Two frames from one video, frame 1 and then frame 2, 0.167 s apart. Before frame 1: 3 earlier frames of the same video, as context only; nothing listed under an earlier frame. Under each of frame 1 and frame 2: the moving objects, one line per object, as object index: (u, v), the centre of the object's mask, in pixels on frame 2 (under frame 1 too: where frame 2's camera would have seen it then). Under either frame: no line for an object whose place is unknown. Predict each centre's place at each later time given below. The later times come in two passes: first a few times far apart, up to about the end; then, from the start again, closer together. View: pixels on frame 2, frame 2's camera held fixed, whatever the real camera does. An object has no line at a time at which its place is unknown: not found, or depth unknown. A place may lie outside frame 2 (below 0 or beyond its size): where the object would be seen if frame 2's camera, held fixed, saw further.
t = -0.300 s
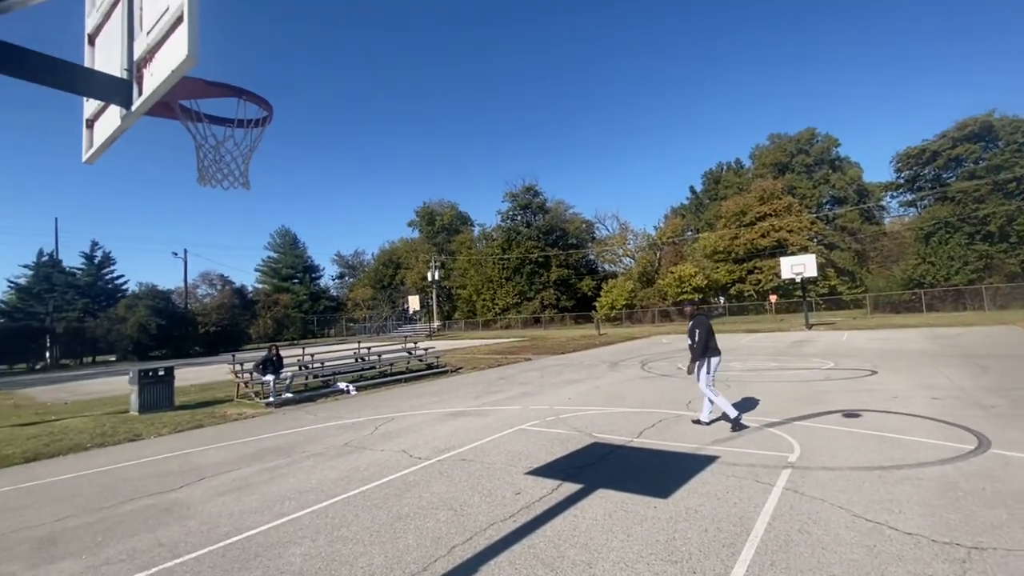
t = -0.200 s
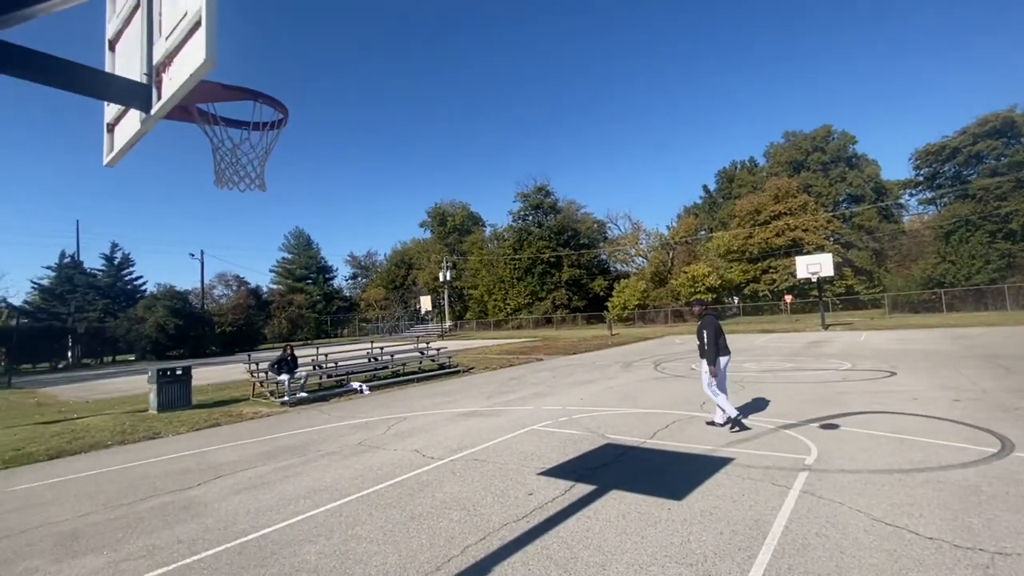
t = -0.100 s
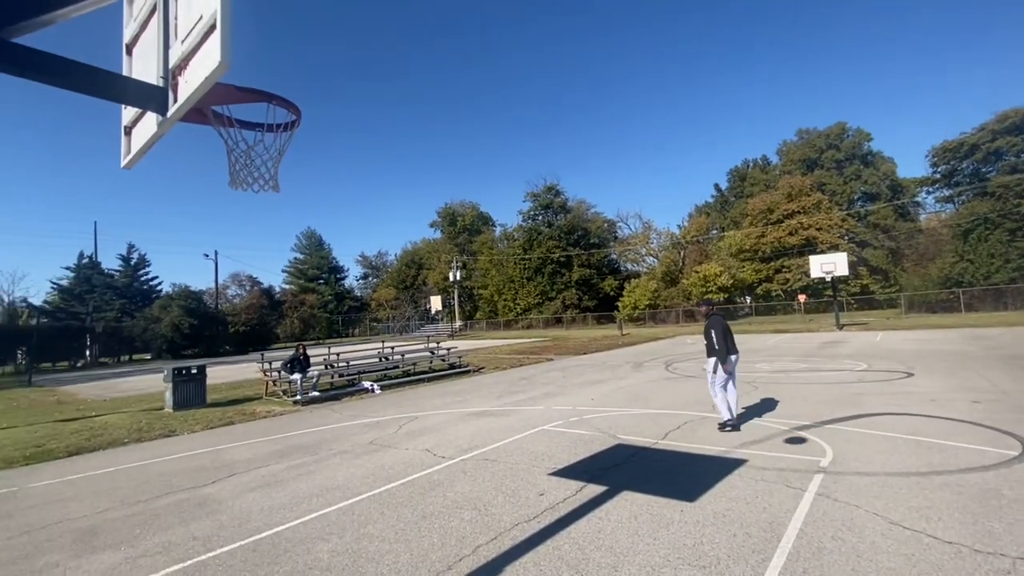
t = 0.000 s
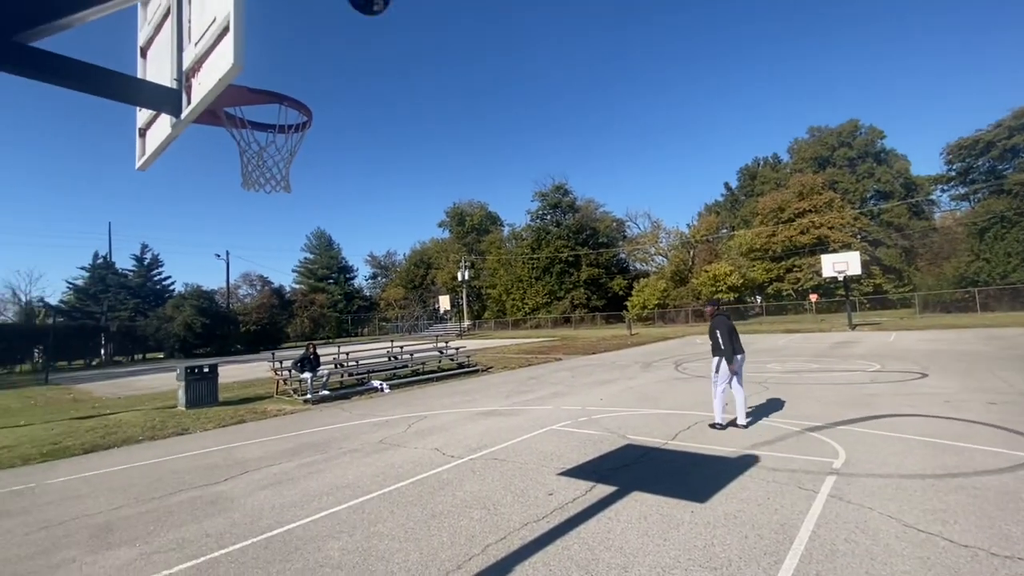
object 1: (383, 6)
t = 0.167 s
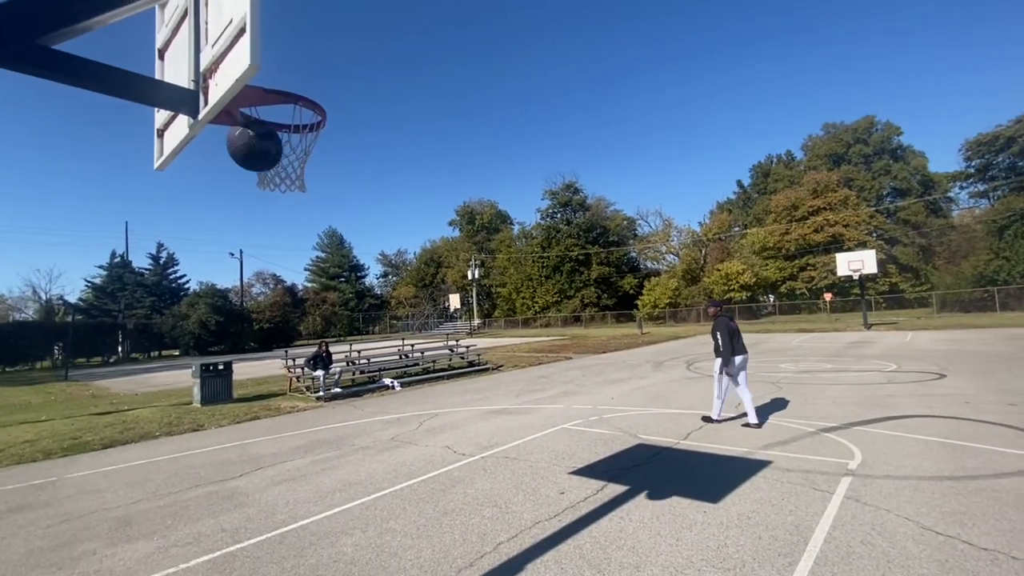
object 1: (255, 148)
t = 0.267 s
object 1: (289, 238)
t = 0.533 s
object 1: (365, 542)
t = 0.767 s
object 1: (435, 466)
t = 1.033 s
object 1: (512, 351)
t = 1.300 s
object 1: (583, 353)
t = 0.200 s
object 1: (266, 175)
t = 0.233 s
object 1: (278, 206)
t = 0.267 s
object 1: (289, 238)
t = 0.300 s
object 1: (301, 271)
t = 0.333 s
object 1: (312, 307)
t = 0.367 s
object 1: (320, 344)
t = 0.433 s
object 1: (340, 417)
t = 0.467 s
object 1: (349, 458)
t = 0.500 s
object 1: (357, 499)
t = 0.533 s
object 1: (365, 542)
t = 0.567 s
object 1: (374, 575)
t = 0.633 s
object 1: (393, 574)
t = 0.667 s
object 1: (403, 546)
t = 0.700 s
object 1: (414, 517)
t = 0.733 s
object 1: (425, 490)
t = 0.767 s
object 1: (435, 466)
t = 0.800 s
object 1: (445, 444)
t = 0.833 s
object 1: (456, 425)
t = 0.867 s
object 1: (465, 407)
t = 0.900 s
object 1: (475, 393)
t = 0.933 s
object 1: (484, 379)
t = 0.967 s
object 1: (493, 368)
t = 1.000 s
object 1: (503, 359)
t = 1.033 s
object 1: (512, 351)
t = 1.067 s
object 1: (522, 346)
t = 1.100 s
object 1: (532, 342)
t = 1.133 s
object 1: (540, 340)
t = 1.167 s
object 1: (549, 339)
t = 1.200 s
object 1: (558, 340)
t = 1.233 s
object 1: (566, 343)
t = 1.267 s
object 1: (575, 347)
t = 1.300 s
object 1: (583, 353)
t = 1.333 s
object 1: (592, 359)
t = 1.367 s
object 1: (600, 368)
